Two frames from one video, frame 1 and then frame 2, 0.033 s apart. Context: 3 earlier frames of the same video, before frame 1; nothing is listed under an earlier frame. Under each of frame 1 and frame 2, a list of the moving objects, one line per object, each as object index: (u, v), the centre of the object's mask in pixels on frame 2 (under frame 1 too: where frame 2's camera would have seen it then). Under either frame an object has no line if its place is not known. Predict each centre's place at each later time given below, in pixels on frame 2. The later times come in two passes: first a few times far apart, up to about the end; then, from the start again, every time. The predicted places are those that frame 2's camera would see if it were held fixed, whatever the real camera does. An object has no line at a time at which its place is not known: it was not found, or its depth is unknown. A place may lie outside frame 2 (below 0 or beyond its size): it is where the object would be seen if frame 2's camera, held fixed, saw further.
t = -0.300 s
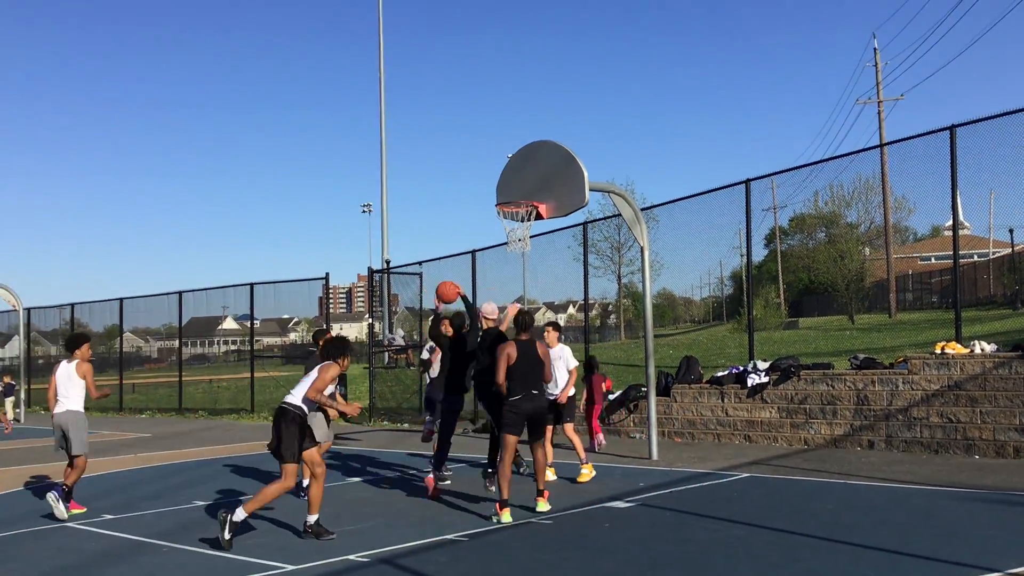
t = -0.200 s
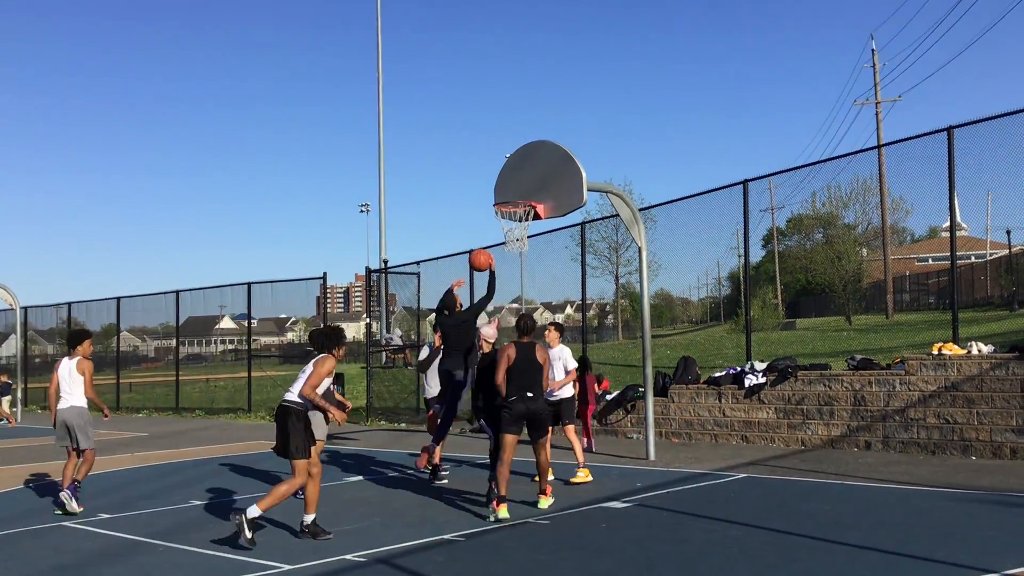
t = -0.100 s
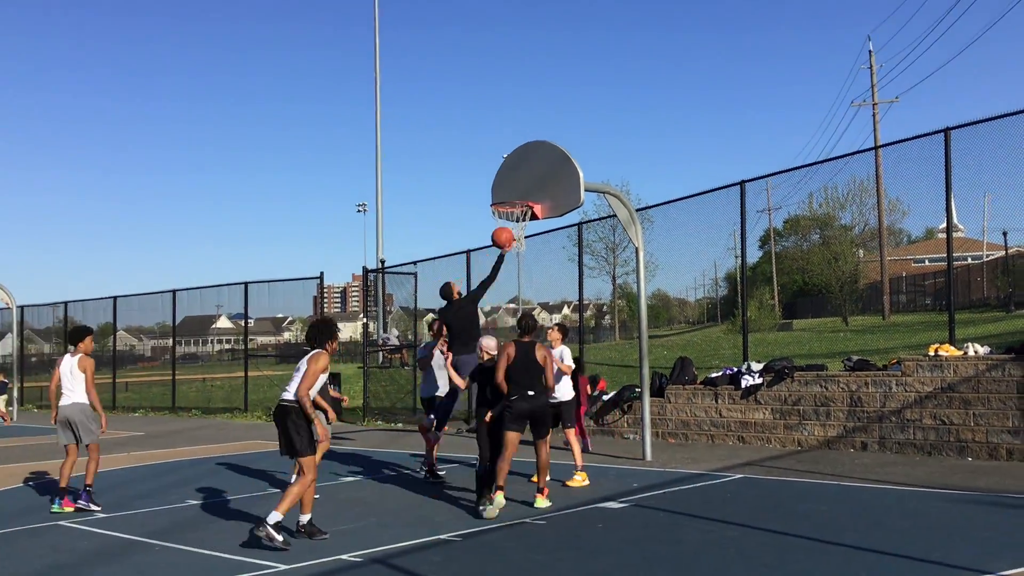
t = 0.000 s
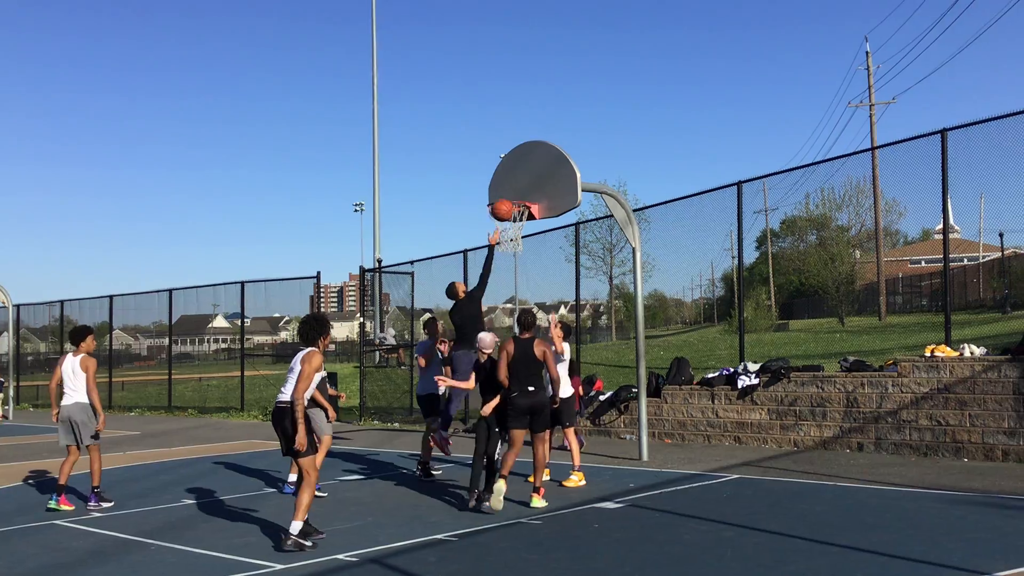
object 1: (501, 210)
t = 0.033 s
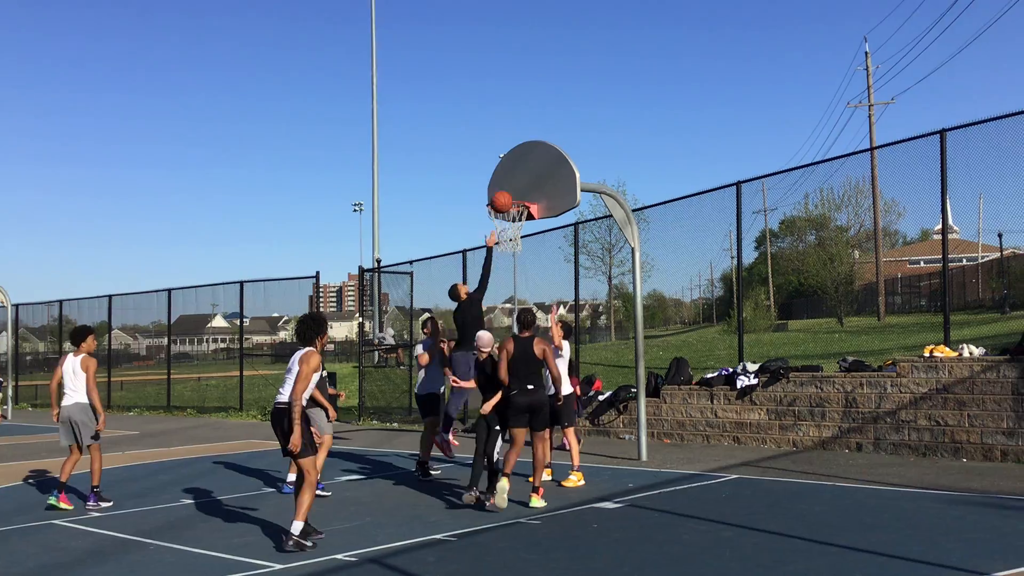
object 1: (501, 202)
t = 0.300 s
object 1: (500, 175)
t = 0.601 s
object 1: (509, 199)
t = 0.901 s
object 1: (522, 242)
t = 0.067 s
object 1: (501, 195)
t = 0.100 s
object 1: (501, 189)
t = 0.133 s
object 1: (500, 184)
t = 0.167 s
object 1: (500, 180)
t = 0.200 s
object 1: (500, 177)
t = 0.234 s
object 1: (500, 175)
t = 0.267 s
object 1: (500, 174)
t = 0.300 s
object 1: (500, 175)
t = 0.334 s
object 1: (499, 175)
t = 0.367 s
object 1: (499, 177)
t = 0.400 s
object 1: (499, 180)
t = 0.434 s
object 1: (499, 184)
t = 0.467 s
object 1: (499, 189)
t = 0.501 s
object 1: (500, 193)
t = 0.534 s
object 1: (503, 195)
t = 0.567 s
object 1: (506, 197)
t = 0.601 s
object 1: (509, 199)
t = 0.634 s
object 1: (512, 202)
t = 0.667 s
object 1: (514, 211)
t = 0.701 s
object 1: (519, 216)
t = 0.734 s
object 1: (522, 221)
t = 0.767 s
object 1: (523, 228)
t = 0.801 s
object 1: (523, 231)
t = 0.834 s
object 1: (524, 234)
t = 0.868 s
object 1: (522, 240)
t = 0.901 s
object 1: (522, 242)
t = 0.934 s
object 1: (522, 246)
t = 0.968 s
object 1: (521, 252)
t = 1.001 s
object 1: (520, 259)
